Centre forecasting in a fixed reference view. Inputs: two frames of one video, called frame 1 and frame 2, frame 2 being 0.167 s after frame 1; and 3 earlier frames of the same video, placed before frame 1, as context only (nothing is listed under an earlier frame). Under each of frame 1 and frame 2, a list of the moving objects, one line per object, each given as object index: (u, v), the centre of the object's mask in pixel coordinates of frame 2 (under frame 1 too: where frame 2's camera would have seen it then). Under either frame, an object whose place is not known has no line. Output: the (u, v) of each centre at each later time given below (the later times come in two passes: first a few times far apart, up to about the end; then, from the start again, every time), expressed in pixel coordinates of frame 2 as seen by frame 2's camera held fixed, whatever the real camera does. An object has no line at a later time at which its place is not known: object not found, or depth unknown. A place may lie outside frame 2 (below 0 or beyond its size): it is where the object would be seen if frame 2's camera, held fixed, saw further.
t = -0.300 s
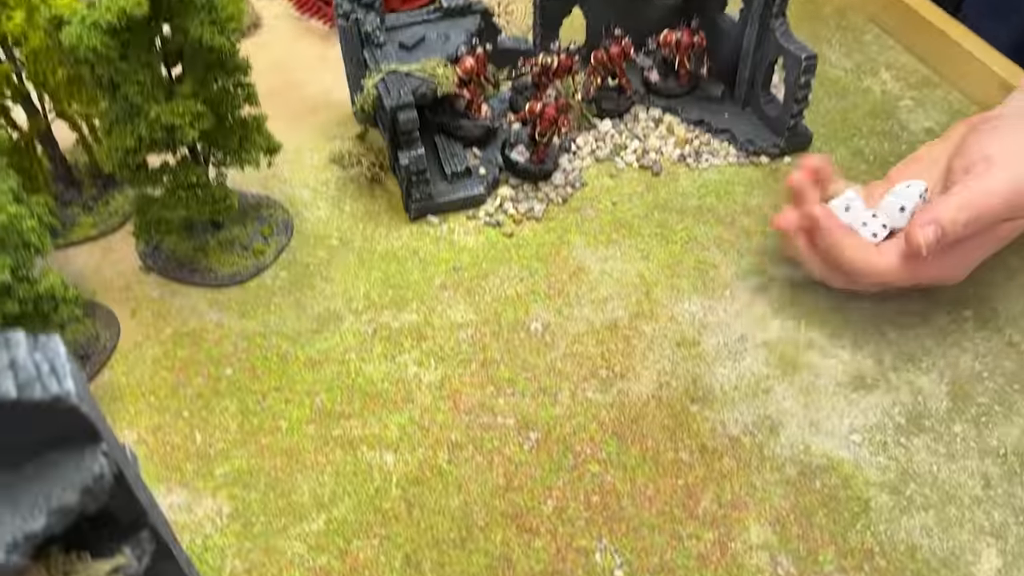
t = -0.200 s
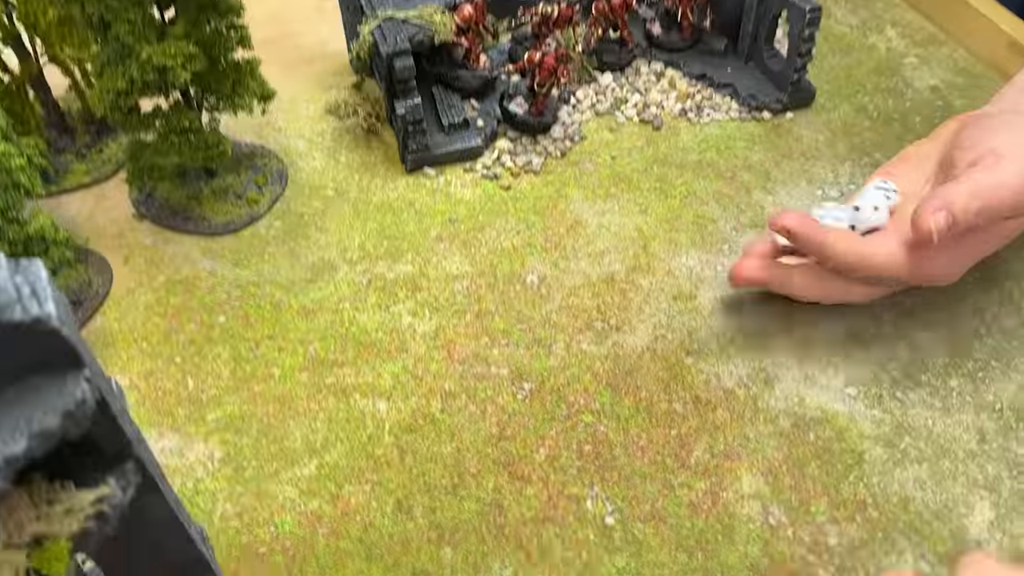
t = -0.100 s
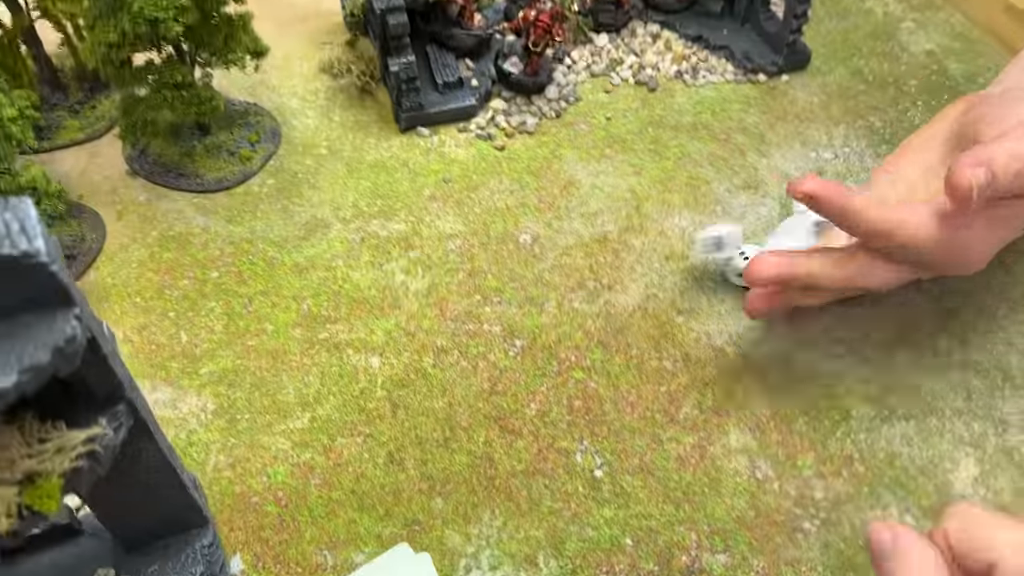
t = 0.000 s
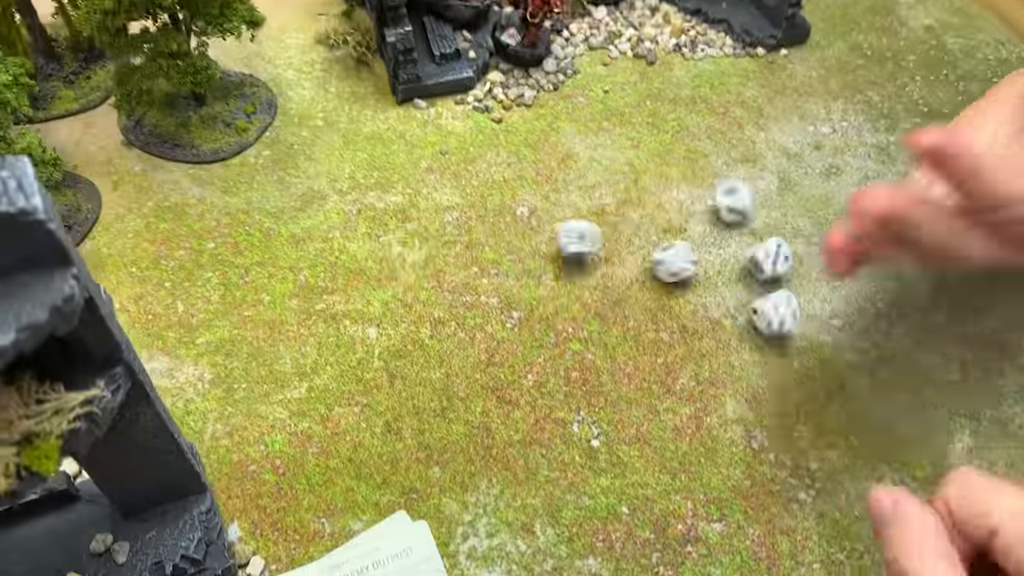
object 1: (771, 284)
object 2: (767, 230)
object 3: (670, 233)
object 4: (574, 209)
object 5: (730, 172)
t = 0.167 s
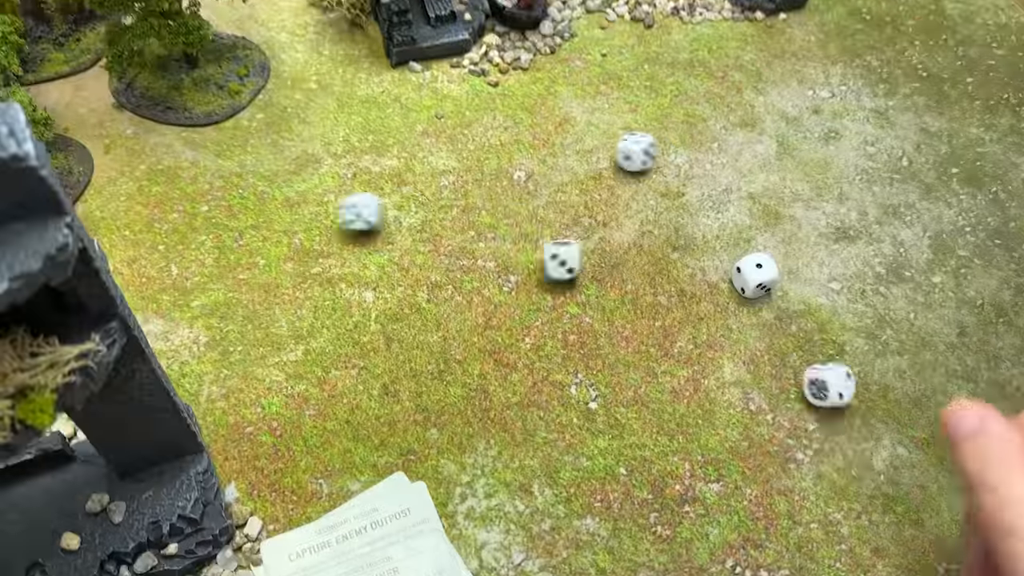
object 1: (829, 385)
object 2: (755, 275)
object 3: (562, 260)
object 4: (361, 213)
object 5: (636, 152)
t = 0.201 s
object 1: (839, 400)
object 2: (757, 276)
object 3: (552, 269)
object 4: (321, 208)
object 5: (621, 154)
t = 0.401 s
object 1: (857, 448)
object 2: (760, 276)
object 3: (494, 323)
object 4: (118, 191)
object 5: (561, 198)
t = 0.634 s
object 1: (850, 459)
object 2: (760, 278)
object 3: (486, 332)
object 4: (95, 189)
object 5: (509, 235)
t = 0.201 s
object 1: (839, 400)
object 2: (757, 276)
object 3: (552, 269)
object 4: (321, 208)
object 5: (621, 154)
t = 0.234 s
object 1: (848, 414)
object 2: (758, 276)
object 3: (543, 280)
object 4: (281, 208)
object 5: (606, 160)
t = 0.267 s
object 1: (851, 423)
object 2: (759, 276)
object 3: (535, 289)
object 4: (242, 202)
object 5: (594, 165)
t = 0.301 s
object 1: (855, 429)
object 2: (759, 276)
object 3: (526, 302)
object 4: (206, 201)
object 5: (583, 172)
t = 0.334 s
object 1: (858, 434)
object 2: (760, 276)
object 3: (518, 314)
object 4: (172, 202)
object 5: (572, 181)
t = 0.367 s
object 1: (859, 441)
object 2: (760, 276)
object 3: (505, 321)
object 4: (142, 195)
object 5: (566, 188)
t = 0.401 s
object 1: (857, 448)
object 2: (760, 276)
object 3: (494, 323)
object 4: (118, 191)
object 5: (561, 198)
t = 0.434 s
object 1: (851, 448)
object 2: (761, 276)
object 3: (488, 325)
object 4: (99, 184)
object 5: (552, 206)
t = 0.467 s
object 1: (846, 445)
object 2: (761, 276)
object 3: (488, 330)
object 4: (95, 183)
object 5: (544, 216)
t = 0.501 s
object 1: (847, 443)
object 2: (761, 276)
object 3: (488, 330)
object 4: (96, 187)
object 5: (533, 224)
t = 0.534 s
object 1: (850, 446)
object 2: (761, 277)
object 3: (488, 330)
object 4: (97, 188)
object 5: (522, 227)
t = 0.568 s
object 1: (851, 452)
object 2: (761, 277)
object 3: (488, 331)
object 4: (96, 188)
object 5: (513, 233)
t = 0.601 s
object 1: (850, 455)
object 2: (761, 278)
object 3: (487, 331)
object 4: (95, 189)
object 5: (509, 235)
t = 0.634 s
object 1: (850, 459)
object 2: (760, 278)
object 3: (486, 332)
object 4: (95, 189)
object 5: (509, 235)
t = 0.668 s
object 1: (849, 460)
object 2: (760, 278)
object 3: (486, 332)
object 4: (94, 189)
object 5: (508, 235)
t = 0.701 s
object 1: (850, 463)
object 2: (760, 278)
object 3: (485, 332)
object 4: (93, 189)
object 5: (507, 235)
